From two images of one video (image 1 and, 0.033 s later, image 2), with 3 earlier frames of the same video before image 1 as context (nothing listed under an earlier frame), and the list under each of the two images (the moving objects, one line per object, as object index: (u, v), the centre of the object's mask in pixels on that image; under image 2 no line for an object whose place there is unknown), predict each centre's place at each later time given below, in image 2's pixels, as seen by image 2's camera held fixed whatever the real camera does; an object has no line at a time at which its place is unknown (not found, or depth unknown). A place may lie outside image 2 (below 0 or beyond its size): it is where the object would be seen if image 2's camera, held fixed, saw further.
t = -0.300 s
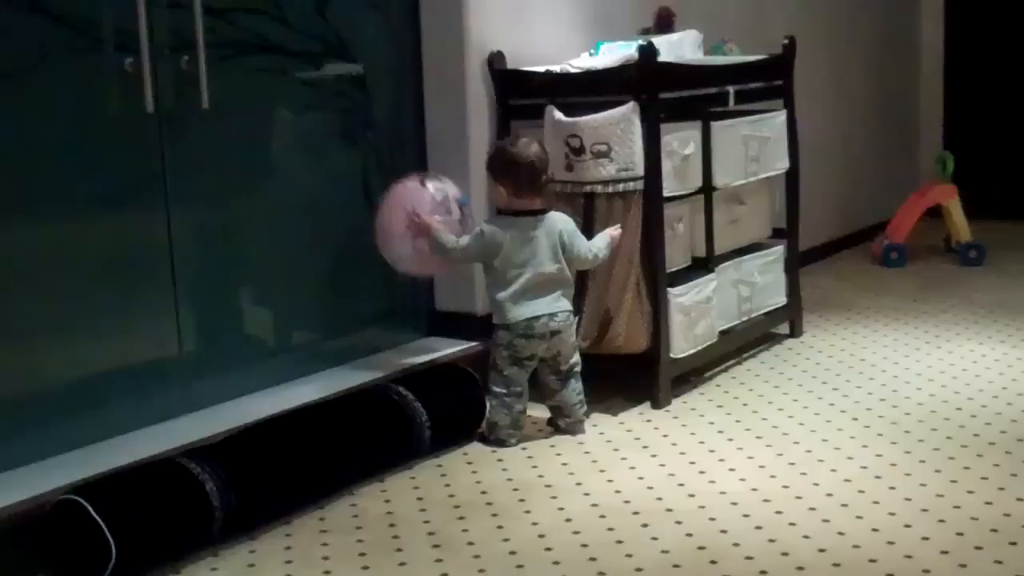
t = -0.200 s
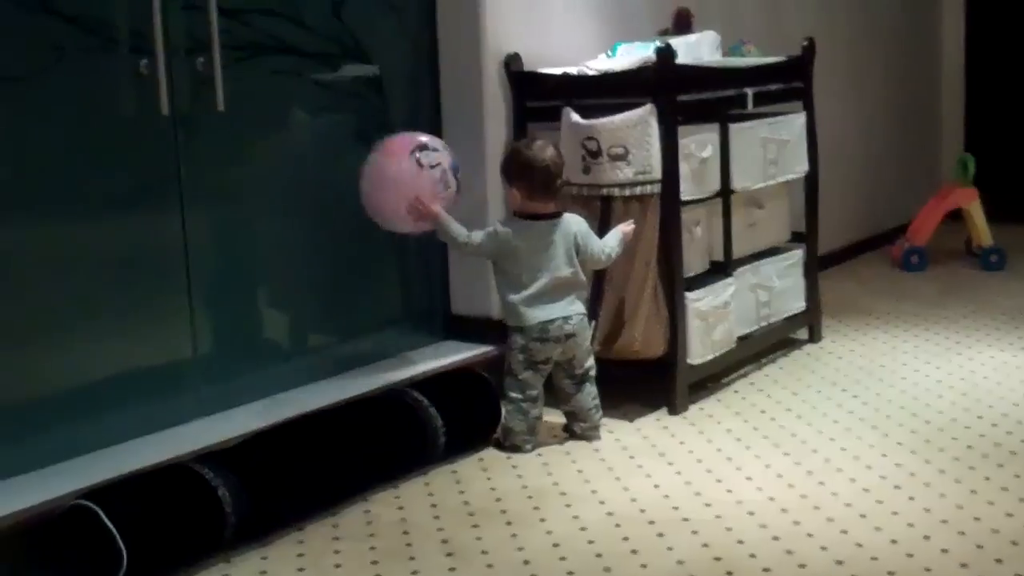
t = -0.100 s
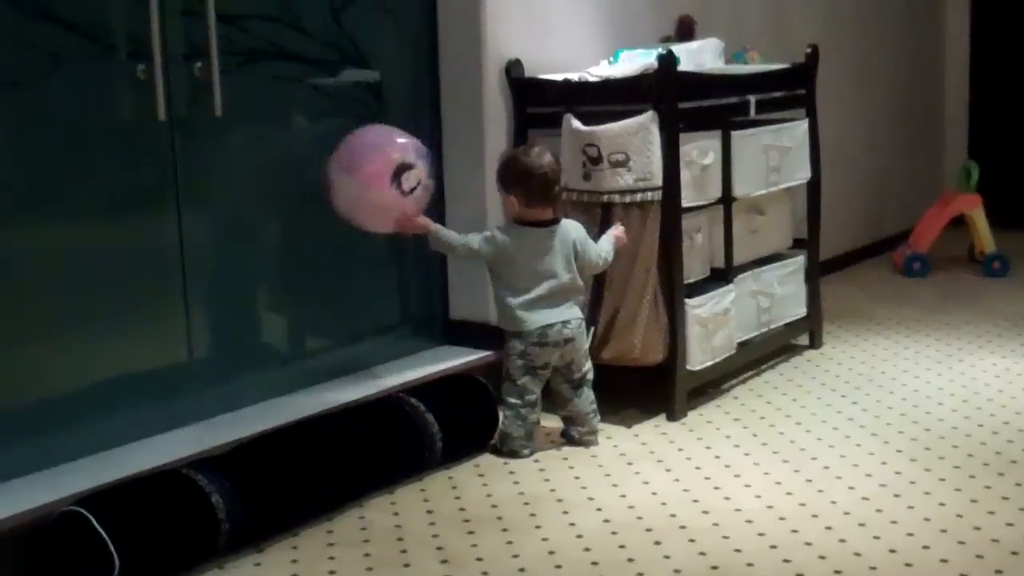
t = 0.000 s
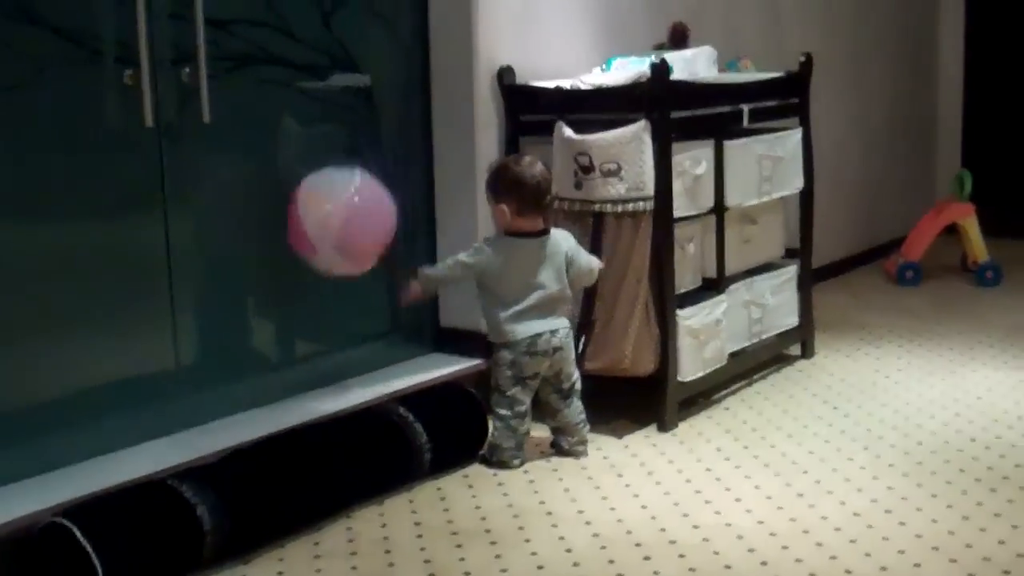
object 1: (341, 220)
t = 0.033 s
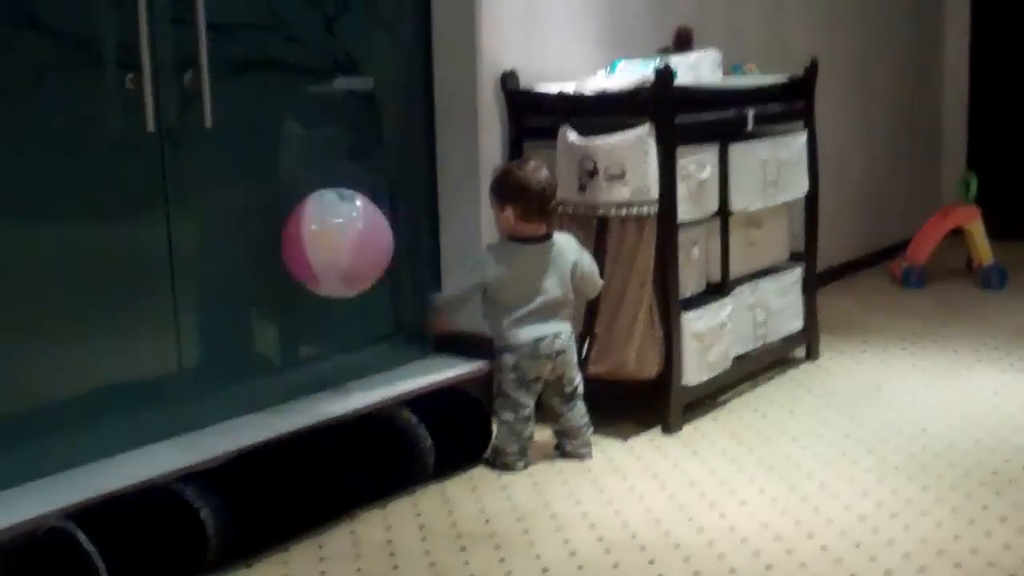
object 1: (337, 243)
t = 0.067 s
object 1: (329, 265)
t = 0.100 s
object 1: (321, 289)
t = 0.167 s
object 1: (322, 344)
